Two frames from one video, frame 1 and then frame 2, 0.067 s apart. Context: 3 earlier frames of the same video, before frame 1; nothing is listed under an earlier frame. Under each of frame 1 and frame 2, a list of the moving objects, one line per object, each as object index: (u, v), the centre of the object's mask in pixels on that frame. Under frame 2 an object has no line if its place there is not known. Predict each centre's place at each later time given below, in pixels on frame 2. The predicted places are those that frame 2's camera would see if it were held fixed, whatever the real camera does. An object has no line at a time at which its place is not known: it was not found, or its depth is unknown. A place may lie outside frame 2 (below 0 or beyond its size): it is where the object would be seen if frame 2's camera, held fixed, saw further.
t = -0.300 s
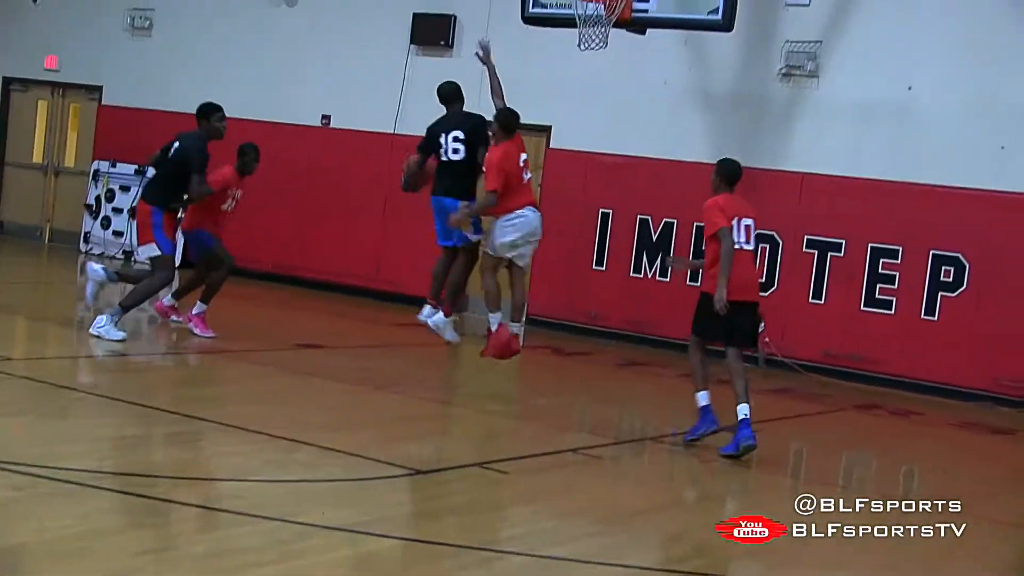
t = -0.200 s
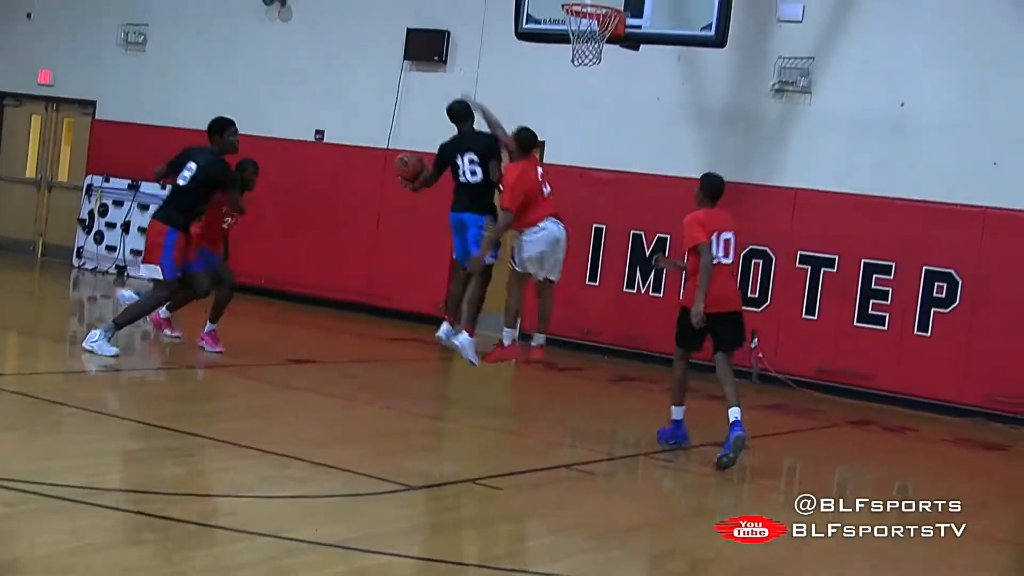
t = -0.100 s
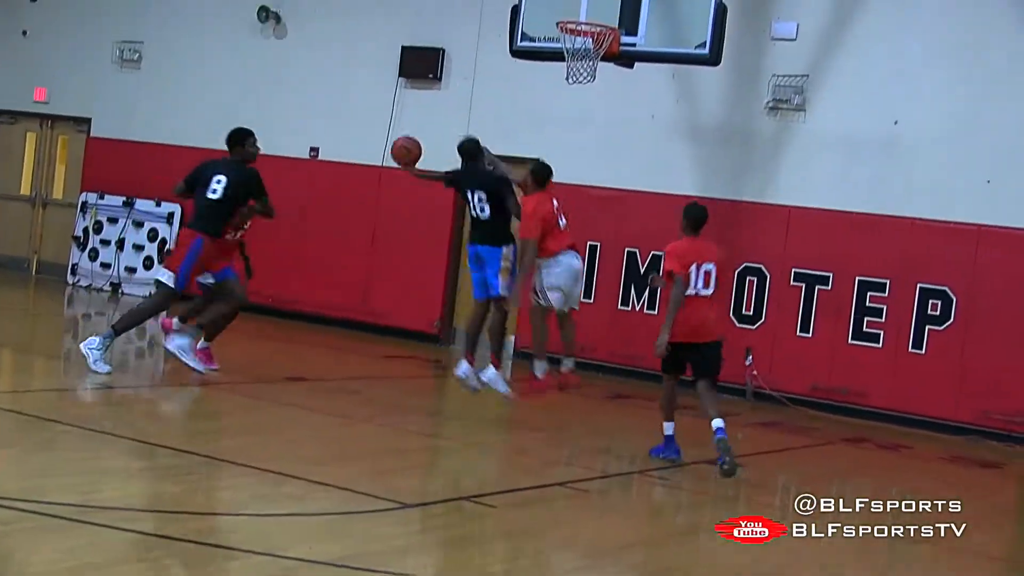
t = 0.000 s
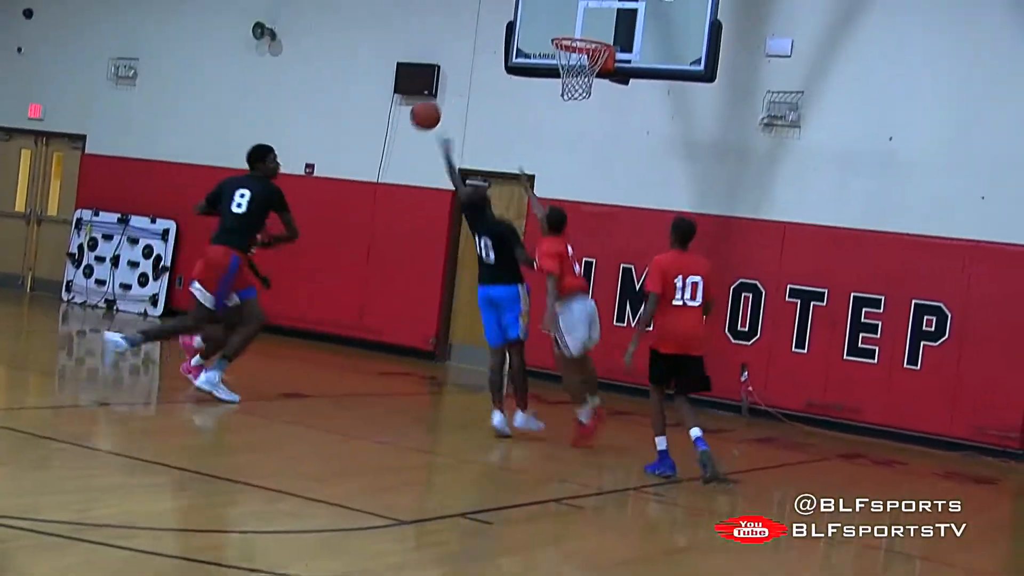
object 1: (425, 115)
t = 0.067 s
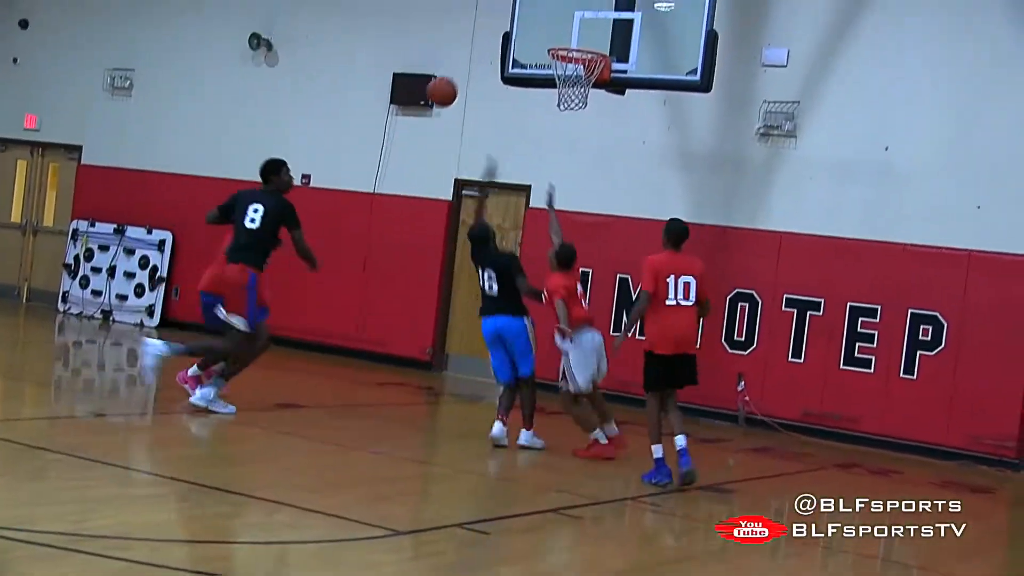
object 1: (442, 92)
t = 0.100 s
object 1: (452, 78)
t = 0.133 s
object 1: (461, 67)
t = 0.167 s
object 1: (470, 56)
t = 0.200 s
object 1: (478, 48)
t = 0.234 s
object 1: (487, 40)
